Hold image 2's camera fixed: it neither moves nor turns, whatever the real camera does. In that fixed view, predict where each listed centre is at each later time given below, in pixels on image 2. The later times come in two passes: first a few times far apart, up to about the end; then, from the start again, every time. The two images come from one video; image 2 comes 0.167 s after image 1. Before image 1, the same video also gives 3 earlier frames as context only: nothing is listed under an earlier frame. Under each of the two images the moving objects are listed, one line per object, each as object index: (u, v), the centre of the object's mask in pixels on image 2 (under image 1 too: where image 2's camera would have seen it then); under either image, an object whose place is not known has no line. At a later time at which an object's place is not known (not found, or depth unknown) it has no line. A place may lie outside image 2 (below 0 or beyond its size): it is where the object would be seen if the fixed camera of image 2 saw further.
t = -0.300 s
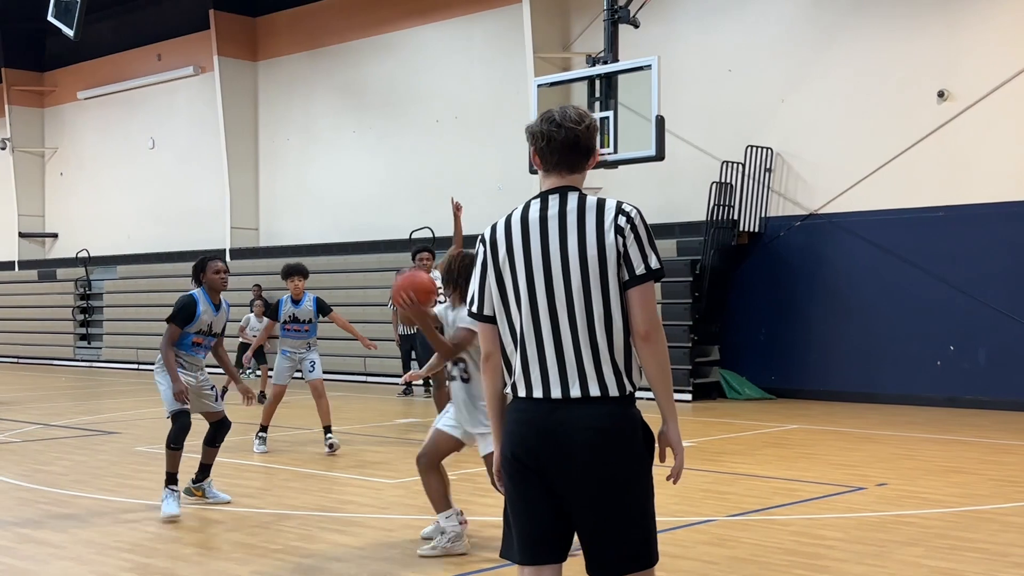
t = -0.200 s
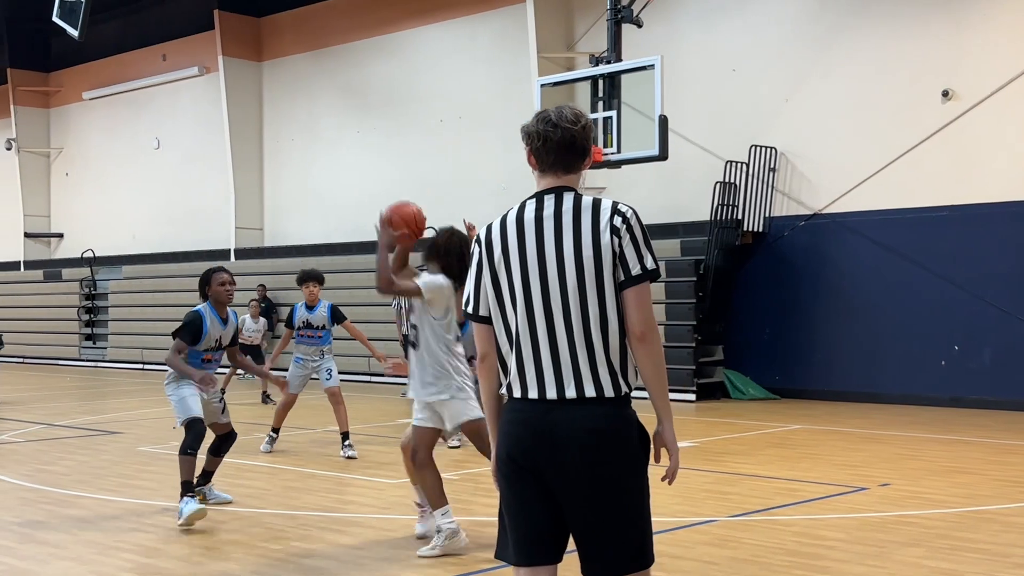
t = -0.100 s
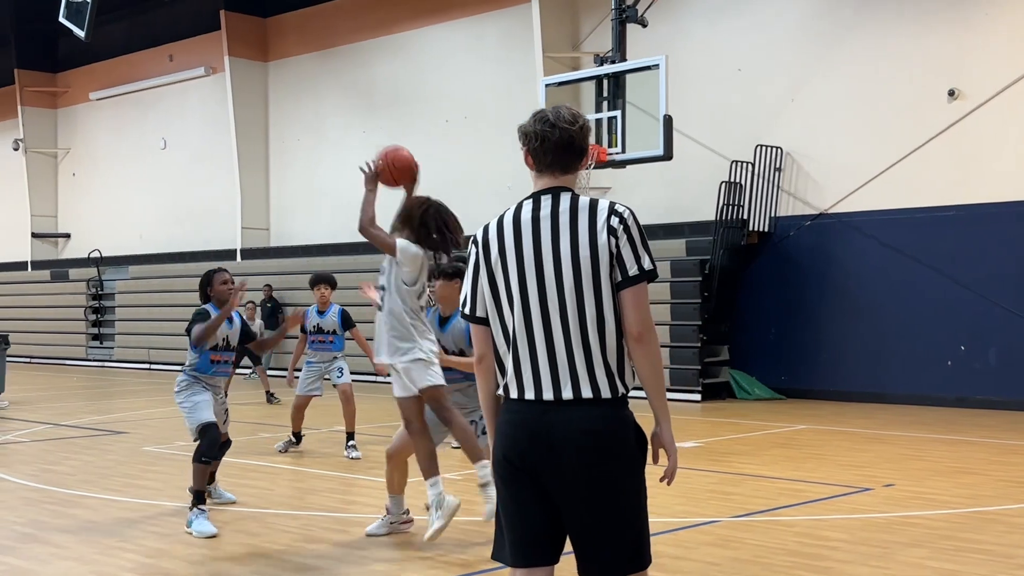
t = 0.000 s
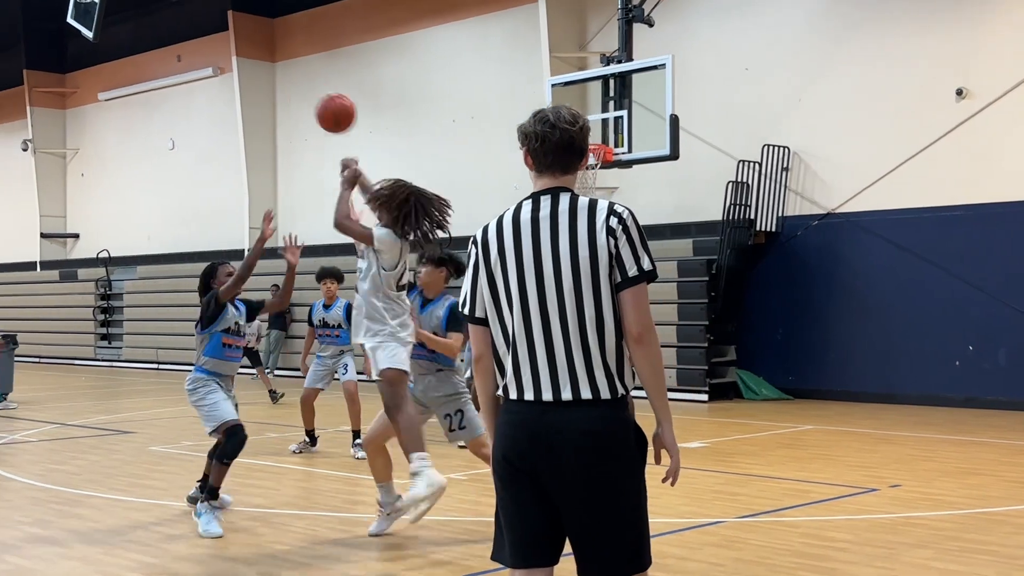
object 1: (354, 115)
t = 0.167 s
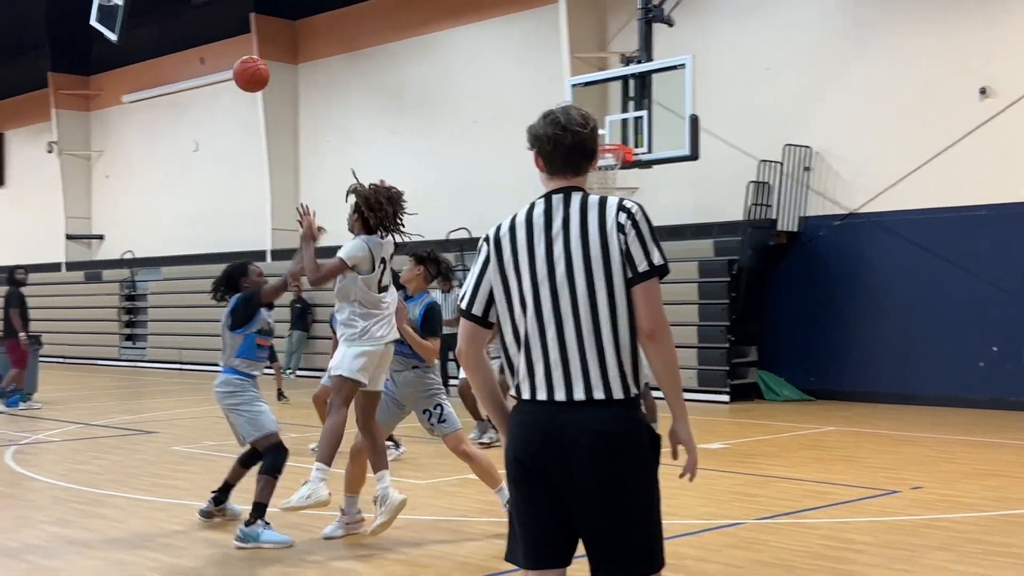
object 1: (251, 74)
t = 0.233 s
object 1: (216, 71)
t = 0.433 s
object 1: (125, 96)
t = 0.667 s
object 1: (43, 177)
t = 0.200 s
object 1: (233, 72)
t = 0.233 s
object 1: (216, 71)
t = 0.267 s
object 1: (199, 72)
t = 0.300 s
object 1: (183, 74)
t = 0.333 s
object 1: (168, 77)
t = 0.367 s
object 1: (153, 83)
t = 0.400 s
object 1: (139, 89)
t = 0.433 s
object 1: (125, 96)
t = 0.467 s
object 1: (112, 104)
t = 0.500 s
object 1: (100, 114)
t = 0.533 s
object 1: (88, 125)
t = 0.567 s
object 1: (76, 137)
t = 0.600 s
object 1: (65, 150)
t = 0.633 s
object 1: (53, 163)
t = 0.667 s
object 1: (43, 177)
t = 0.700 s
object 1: (32, 192)
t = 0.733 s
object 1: (22, 208)
